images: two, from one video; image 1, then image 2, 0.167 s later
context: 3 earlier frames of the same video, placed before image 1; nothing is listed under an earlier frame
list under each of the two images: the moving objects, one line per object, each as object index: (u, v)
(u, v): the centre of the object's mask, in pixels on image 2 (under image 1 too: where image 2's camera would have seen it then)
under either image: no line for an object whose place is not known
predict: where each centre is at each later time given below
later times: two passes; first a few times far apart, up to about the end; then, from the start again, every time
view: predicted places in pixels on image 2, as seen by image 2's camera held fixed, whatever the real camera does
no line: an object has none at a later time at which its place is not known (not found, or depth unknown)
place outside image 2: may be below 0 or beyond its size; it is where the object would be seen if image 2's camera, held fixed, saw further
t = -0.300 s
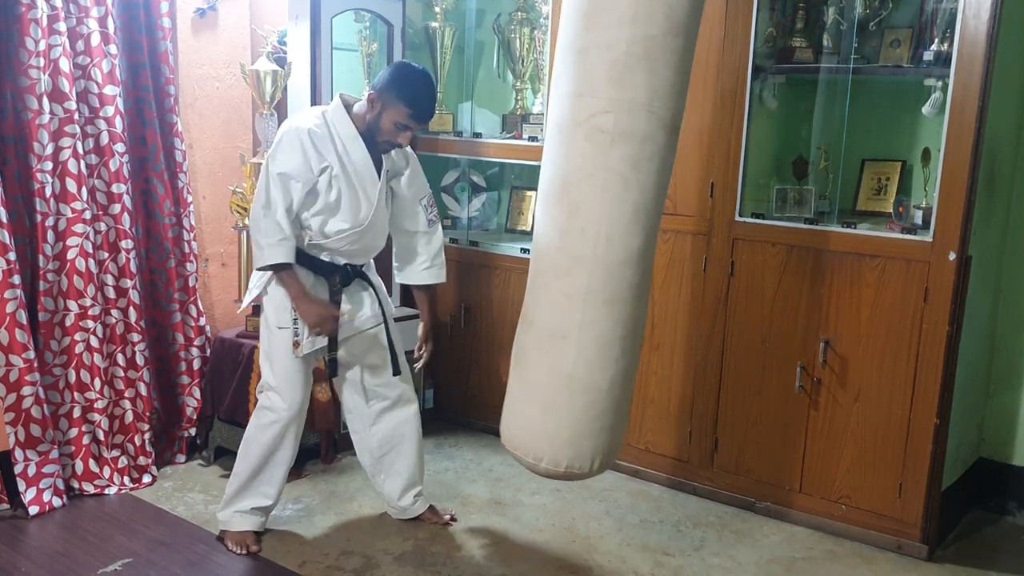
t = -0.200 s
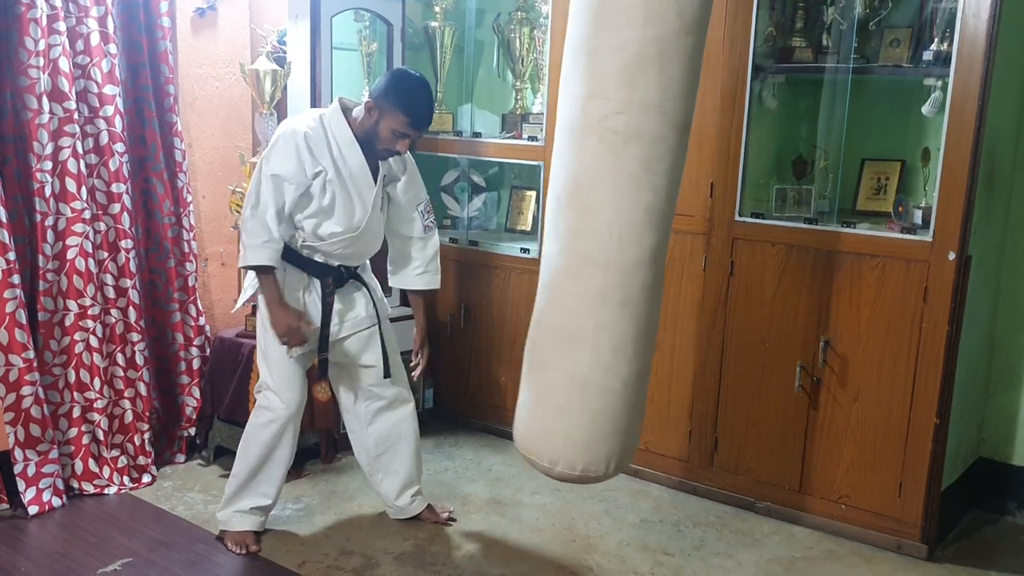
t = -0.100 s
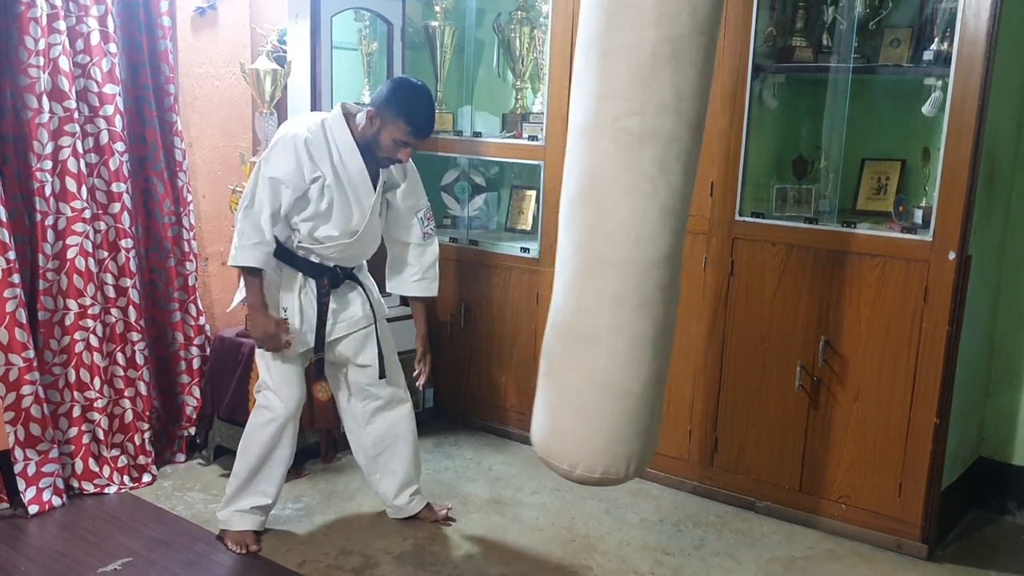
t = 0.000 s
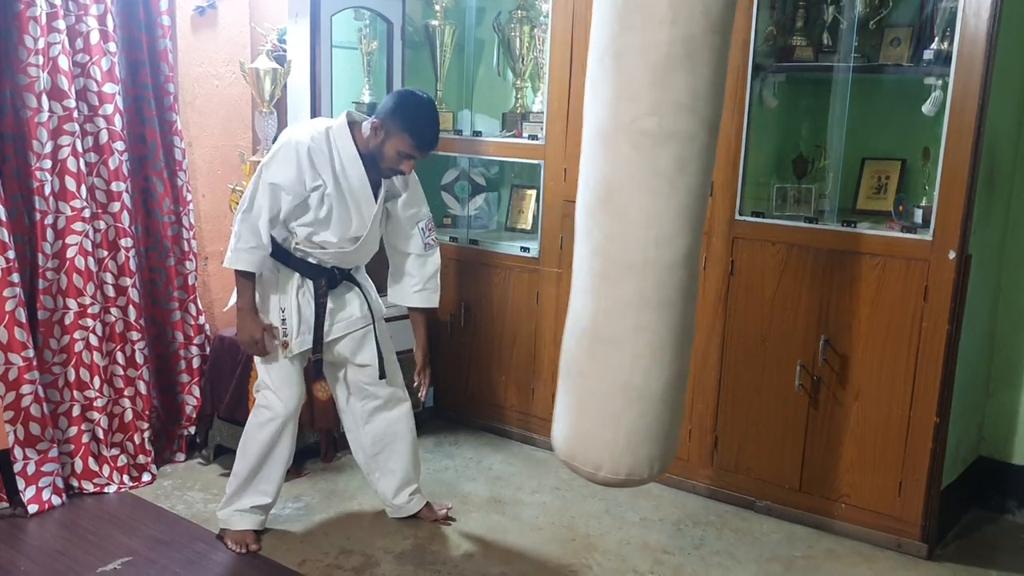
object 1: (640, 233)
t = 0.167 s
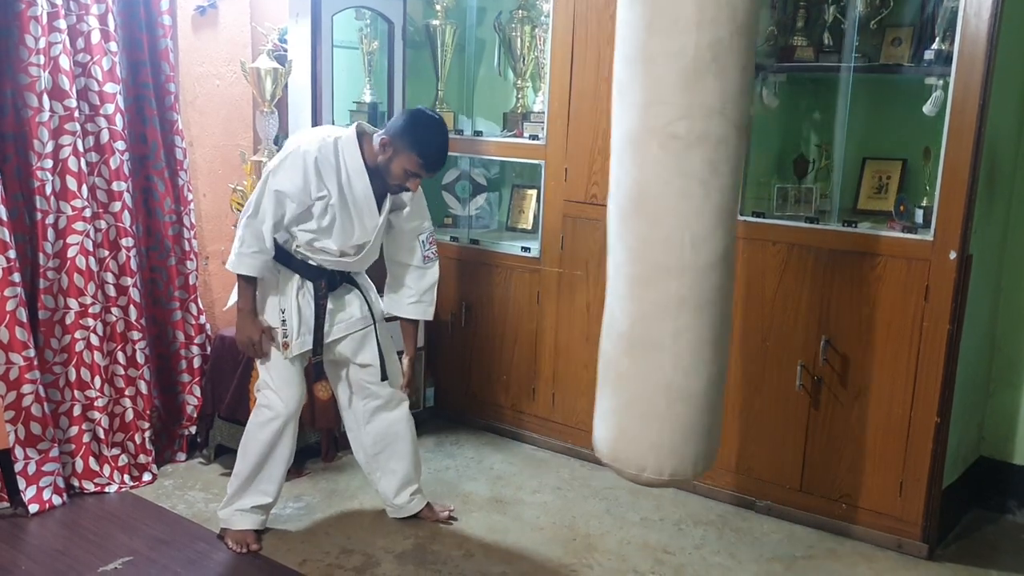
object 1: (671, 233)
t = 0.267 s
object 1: (691, 232)
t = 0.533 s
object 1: (733, 226)
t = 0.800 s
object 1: (752, 219)
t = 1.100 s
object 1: (742, 213)
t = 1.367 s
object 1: (708, 213)
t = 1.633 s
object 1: (662, 216)
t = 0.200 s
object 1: (677, 233)
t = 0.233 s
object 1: (684, 232)
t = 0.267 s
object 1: (691, 232)
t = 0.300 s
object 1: (699, 232)
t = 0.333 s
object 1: (705, 230)
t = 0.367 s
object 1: (711, 229)
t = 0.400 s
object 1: (716, 229)
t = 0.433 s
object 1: (721, 228)
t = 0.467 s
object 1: (726, 228)
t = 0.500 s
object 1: (730, 227)
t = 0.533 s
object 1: (733, 226)
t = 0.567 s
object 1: (737, 224)
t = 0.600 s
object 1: (741, 224)
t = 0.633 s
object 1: (744, 223)
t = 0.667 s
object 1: (747, 222)
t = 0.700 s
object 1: (749, 221)
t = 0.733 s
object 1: (751, 220)
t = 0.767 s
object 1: (752, 219)
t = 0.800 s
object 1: (752, 219)
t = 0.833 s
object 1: (753, 218)
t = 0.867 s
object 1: (753, 217)
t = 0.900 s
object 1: (753, 216)
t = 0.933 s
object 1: (752, 215)
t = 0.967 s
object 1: (751, 215)
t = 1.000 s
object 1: (749, 214)
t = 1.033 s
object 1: (748, 214)
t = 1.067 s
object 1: (744, 214)
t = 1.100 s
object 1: (742, 213)
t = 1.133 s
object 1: (739, 214)
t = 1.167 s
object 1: (735, 213)
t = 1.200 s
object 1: (731, 213)
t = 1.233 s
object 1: (727, 214)
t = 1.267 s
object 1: (723, 214)
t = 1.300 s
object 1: (718, 214)
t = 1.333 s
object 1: (713, 214)
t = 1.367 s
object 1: (708, 213)
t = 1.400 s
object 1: (702, 213)
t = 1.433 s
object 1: (696, 214)
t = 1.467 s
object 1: (691, 215)
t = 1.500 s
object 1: (685, 215)
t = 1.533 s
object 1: (680, 216)
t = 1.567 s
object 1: (674, 216)
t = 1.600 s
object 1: (669, 215)
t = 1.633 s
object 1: (662, 216)
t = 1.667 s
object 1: (656, 217)
